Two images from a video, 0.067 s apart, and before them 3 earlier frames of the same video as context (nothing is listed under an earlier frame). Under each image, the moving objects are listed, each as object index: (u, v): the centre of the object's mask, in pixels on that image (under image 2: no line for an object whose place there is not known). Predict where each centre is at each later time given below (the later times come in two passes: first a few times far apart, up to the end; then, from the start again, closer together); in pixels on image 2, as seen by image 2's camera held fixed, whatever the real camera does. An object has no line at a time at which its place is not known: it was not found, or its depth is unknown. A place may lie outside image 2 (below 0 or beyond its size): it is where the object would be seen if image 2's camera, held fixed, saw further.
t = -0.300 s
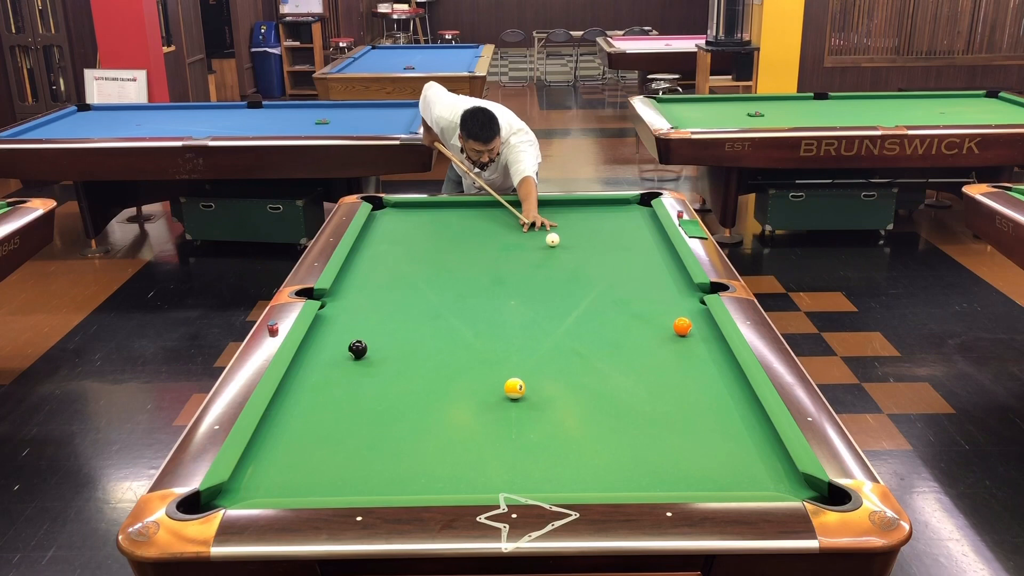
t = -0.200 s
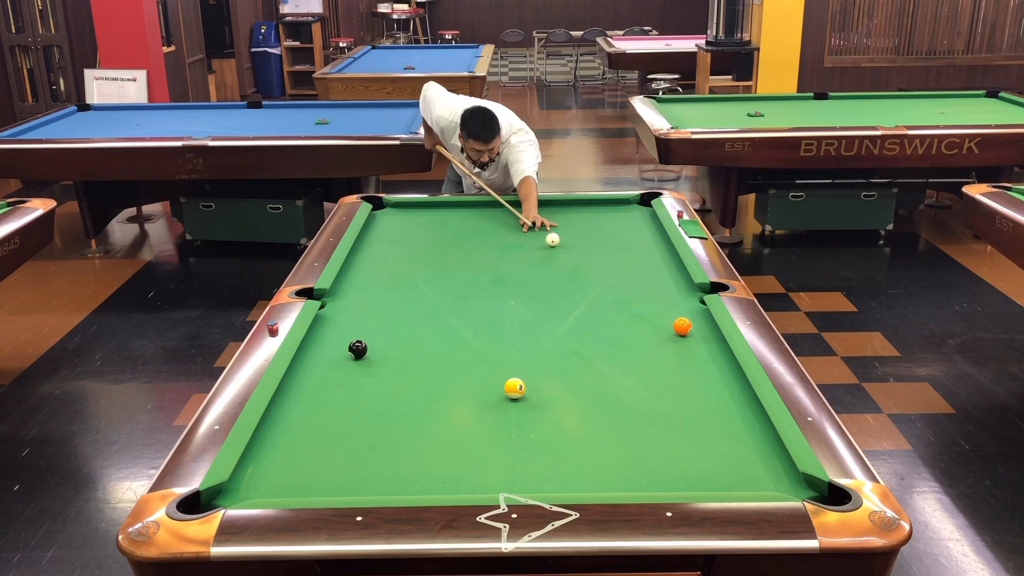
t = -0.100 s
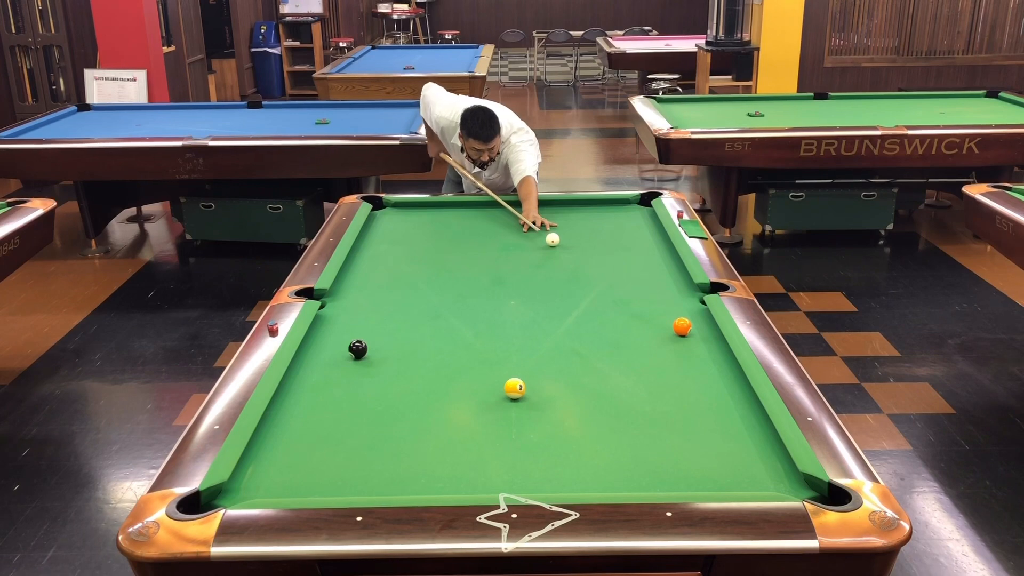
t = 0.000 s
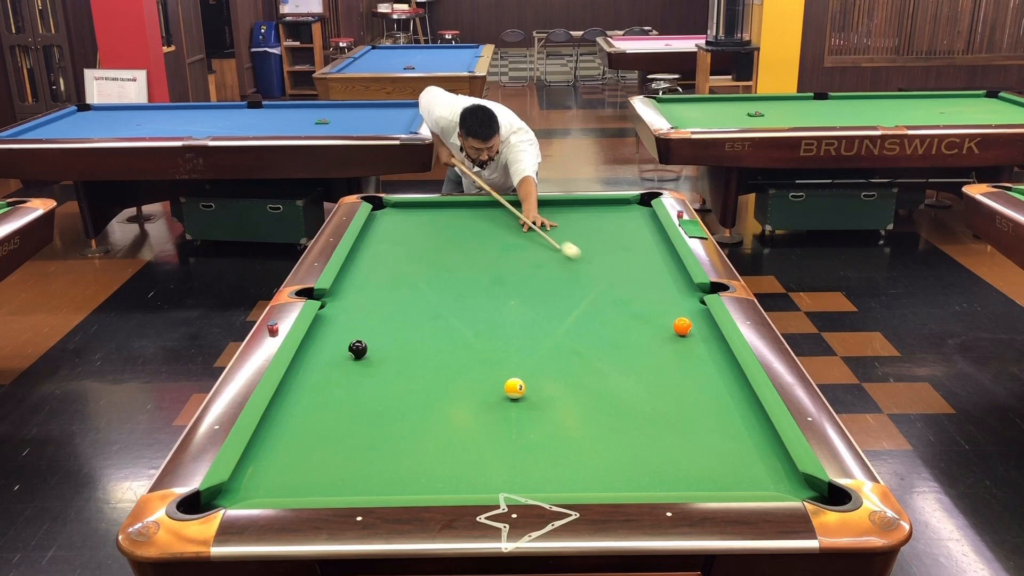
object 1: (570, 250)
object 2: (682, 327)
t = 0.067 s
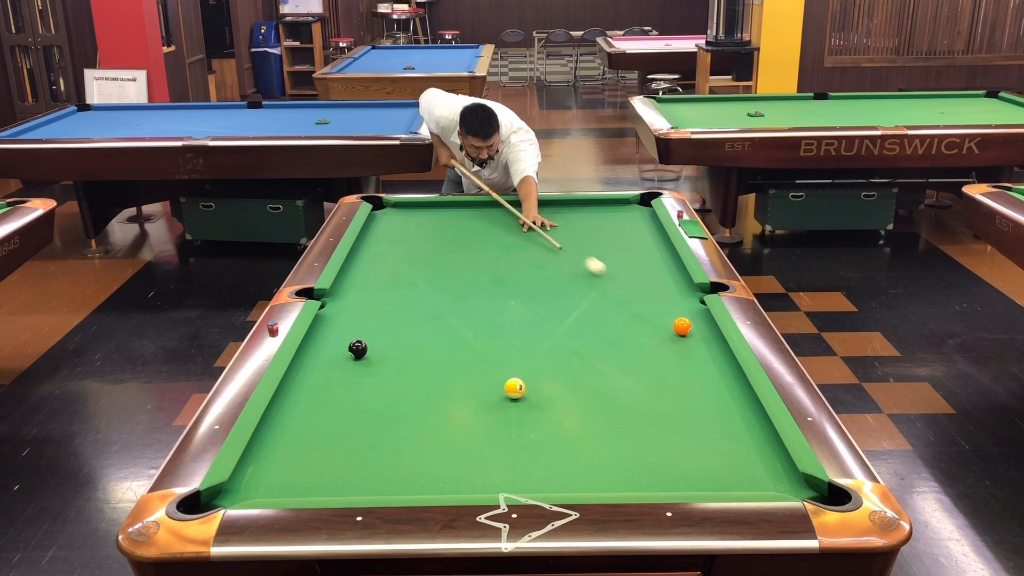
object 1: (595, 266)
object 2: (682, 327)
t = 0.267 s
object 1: (670, 314)
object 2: (682, 327)
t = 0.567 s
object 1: (688, 322)
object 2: (723, 390)
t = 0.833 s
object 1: (659, 323)
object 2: (766, 459)
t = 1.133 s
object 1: (628, 324)
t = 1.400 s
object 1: (602, 324)
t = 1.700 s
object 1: (576, 325)
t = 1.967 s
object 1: (554, 325)
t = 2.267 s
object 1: (532, 326)
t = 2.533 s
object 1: (515, 326)
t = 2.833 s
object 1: (497, 326)
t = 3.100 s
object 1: (484, 326)
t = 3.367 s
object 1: (472, 326)
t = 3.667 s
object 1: (461, 326)
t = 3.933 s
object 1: (454, 326)
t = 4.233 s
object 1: (448, 327)
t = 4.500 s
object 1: (445, 327)
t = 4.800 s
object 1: (443, 327)
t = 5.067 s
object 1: (444, 327)
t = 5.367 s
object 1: (443, 327)
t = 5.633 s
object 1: (443, 327)
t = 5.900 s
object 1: (443, 327)
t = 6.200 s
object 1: (443, 327)
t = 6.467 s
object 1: (443, 327)
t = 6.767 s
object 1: (444, 327)
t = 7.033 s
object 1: (443, 327)
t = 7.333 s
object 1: (444, 327)
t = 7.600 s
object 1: (443, 327)
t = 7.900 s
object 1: (444, 327)
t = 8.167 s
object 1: (444, 327)
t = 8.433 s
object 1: (443, 327)
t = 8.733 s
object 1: (443, 327)
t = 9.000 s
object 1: (443, 327)
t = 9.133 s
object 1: (444, 327)
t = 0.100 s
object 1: (608, 274)
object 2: (682, 327)
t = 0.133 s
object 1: (620, 282)
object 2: (682, 327)
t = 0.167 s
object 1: (634, 291)
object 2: (682, 327)
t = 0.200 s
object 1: (646, 299)
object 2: (682, 326)
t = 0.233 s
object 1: (659, 307)
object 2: (682, 327)
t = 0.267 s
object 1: (670, 314)
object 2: (682, 327)
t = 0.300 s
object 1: (682, 317)
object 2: (685, 330)
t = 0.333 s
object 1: (690, 320)
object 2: (690, 338)
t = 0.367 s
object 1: (697, 320)
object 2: (695, 346)
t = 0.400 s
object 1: (705, 321)
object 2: (700, 354)
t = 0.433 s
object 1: (704, 322)
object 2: (705, 362)
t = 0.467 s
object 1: (700, 322)
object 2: (709, 369)
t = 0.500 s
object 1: (696, 322)
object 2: (714, 376)
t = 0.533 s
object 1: (692, 322)
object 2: (718, 383)
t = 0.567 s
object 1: (688, 322)
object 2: (723, 390)
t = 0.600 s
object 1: (684, 322)
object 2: (728, 398)
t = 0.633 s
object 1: (681, 322)
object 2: (733, 406)
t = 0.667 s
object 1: (677, 322)
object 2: (738, 414)
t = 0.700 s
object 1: (673, 322)
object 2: (743, 422)
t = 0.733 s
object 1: (669, 323)
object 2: (749, 431)
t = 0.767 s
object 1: (666, 323)
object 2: (754, 440)
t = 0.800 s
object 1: (662, 323)
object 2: (760, 449)
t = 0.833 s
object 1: (659, 323)
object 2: (766, 459)
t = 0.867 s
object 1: (655, 323)
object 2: (773, 469)
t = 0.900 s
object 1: (652, 323)
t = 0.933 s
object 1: (648, 323)
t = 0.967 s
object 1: (645, 323)
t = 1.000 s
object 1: (641, 323)
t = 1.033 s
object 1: (638, 323)
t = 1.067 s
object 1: (634, 324)
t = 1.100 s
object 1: (631, 324)
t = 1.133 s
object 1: (628, 324)
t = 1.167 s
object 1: (624, 324)
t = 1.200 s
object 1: (621, 324)
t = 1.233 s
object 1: (618, 324)
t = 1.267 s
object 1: (615, 324)
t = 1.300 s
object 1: (612, 324)
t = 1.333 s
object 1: (609, 324)
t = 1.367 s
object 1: (605, 324)
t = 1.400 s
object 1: (602, 324)
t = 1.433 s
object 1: (599, 324)
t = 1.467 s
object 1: (596, 324)
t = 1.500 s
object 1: (593, 324)
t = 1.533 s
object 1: (590, 324)
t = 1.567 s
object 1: (587, 325)
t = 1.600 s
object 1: (584, 325)
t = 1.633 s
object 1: (581, 325)
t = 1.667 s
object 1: (579, 325)
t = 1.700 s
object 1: (576, 325)
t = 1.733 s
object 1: (573, 325)
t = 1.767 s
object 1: (570, 325)
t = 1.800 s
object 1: (567, 325)
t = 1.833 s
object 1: (565, 325)
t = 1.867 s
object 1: (562, 325)
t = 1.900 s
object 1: (559, 325)
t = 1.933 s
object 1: (557, 325)
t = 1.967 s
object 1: (554, 325)
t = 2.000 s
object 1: (552, 325)
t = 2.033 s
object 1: (549, 325)
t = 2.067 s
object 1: (547, 325)
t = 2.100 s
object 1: (544, 325)
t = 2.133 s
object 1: (542, 325)
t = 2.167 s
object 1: (539, 325)
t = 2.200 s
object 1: (537, 326)
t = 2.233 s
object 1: (534, 326)
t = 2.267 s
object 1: (532, 326)
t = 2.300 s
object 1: (530, 326)
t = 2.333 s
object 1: (527, 326)
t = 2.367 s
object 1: (525, 326)
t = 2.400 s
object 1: (523, 326)
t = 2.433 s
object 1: (521, 326)
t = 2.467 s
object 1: (519, 326)
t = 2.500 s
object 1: (517, 326)
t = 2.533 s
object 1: (515, 326)
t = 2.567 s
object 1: (512, 326)
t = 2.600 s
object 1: (510, 326)
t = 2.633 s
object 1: (508, 326)
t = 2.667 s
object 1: (506, 326)
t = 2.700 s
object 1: (504, 326)
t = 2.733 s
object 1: (503, 326)
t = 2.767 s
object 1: (501, 326)
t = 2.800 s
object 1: (499, 326)
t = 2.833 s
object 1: (497, 326)
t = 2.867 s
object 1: (495, 326)
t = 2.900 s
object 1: (494, 326)
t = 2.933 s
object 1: (492, 326)
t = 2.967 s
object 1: (490, 326)
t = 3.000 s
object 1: (488, 326)
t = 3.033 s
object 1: (487, 326)
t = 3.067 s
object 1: (485, 326)
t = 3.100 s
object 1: (484, 326)
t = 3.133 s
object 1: (482, 326)
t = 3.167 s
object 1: (481, 326)
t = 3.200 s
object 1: (479, 326)
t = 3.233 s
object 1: (476, 326)
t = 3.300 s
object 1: (475, 326)
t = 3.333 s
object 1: (473, 326)
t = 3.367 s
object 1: (472, 326)
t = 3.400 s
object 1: (471, 326)
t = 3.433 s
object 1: (469, 326)
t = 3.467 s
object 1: (468, 326)
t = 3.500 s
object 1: (467, 326)
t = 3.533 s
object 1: (466, 326)
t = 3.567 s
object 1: (465, 326)
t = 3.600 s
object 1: (464, 326)
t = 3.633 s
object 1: (462, 326)
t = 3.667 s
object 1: (461, 326)
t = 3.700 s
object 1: (460, 326)
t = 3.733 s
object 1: (459, 326)
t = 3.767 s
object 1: (458, 326)
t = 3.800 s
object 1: (458, 326)
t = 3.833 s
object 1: (457, 326)
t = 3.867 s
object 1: (456, 326)
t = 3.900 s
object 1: (455, 326)
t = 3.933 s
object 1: (454, 326)
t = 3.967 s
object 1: (453, 326)
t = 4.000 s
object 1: (452, 326)
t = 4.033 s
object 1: (452, 326)
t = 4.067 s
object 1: (451, 326)
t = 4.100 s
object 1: (450, 327)
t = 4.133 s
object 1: (450, 327)
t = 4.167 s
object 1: (449, 327)
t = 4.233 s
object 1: (448, 327)
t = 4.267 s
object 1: (447, 327)
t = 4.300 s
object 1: (447, 327)
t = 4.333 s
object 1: (447, 327)
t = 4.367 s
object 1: (446, 327)
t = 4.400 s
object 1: (446, 327)
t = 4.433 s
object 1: (445, 327)
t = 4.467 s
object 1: (445, 327)
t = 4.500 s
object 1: (445, 327)
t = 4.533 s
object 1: (445, 327)
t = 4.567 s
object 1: (444, 327)
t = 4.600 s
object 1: (444, 327)
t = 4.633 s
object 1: (444, 327)
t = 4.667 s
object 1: (444, 327)
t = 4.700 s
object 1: (444, 327)
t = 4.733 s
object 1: (444, 327)
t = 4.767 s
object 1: (443, 327)
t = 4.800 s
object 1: (443, 327)
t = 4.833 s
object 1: (443, 327)
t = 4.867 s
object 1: (443, 327)
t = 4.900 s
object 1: (443, 327)
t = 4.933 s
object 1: (443, 327)
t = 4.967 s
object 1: (443, 327)
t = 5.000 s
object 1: (443, 327)
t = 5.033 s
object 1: (444, 327)
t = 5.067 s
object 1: (444, 327)
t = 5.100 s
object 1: (444, 327)
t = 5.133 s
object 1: (444, 327)
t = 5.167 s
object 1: (443, 327)
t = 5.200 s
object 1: (443, 327)
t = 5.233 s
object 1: (443, 327)
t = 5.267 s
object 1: (443, 327)
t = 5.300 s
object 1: (443, 327)
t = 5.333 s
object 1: (443, 327)
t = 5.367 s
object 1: (443, 327)
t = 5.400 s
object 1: (443, 327)
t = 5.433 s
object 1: (443, 327)
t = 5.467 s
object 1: (443, 327)
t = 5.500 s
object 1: (444, 327)
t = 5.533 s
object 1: (444, 327)
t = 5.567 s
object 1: (444, 327)
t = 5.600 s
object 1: (444, 327)
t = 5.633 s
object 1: (443, 327)
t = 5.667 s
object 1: (443, 327)
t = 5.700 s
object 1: (443, 327)
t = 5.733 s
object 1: (443, 327)
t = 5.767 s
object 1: (443, 327)
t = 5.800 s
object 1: (443, 327)
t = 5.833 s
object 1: (443, 327)
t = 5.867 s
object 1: (443, 327)
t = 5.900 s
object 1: (443, 327)
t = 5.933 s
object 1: (443, 327)
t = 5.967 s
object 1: (444, 327)
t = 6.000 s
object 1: (443, 327)
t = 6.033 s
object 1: (443, 327)
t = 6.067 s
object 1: (443, 327)
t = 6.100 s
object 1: (443, 327)
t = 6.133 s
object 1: (443, 327)
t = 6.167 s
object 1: (443, 327)
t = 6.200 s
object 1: (443, 327)
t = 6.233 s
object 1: (443, 327)
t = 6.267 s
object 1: (443, 327)
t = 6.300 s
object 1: (443, 327)
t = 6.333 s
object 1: (443, 327)
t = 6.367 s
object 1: (443, 327)
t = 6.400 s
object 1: (443, 327)
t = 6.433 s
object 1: (443, 327)
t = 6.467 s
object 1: (443, 327)
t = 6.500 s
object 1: (444, 327)
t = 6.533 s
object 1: (444, 327)
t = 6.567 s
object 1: (443, 327)
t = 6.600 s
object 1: (443, 327)
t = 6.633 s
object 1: (444, 327)
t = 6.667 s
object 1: (443, 327)
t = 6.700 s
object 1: (444, 327)
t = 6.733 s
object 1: (444, 327)
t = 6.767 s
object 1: (444, 327)
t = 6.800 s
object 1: (443, 327)
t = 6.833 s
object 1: (443, 327)
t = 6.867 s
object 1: (443, 327)
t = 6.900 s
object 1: (443, 327)
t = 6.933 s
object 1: (443, 327)
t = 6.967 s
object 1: (443, 327)
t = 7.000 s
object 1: (444, 327)
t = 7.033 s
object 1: (443, 327)
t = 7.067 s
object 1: (443, 327)
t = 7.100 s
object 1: (443, 327)
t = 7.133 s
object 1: (443, 327)
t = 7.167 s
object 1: (443, 327)
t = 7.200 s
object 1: (443, 327)
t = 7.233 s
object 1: (444, 327)
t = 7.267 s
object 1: (444, 327)
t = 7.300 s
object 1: (444, 327)
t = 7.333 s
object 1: (444, 327)
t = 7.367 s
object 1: (444, 327)
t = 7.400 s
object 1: (444, 327)
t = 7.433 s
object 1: (444, 327)
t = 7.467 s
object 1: (444, 327)
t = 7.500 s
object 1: (444, 327)
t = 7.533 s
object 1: (444, 327)
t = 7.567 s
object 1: (444, 327)
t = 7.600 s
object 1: (443, 327)
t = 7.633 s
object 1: (443, 327)
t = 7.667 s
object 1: (444, 327)
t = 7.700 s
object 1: (444, 327)
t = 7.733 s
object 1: (444, 327)
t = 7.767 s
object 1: (444, 327)
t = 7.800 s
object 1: (444, 327)
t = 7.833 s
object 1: (444, 327)
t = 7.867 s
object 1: (444, 327)
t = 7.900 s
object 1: (444, 327)
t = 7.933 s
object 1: (443, 327)
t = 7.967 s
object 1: (444, 327)
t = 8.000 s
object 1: (444, 327)
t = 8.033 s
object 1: (444, 327)
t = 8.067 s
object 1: (444, 327)
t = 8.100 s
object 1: (444, 327)
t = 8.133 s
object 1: (444, 327)
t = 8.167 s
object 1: (444, 327)
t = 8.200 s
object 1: (444, 327)
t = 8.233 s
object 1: (444, 327)
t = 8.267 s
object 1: (443, 327)
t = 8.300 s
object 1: (443, 327)
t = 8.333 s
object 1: (443, 327)
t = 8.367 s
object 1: (443, 327)
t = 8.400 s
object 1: (443, 327)
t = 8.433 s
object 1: (443, 327)
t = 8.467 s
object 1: (443, 327)
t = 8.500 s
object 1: (443, 327)
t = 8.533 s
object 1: (443, 327)
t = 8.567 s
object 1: (443, 327)
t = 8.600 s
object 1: (443, 327)
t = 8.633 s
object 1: (443, 327)
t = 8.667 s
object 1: (443, 327)
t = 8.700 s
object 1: (443, 327)
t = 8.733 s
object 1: (443, 327)
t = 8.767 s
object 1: (443, 327)
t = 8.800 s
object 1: (443, 327)
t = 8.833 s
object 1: (443, 327)
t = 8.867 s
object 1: (443, 327)
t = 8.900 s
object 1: (443, 327)
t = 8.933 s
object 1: (443, 327)
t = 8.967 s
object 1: (443, 327)
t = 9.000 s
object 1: (443, 327)
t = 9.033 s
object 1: (443, 327)
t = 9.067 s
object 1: (443, 327)
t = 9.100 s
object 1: (443, 327)
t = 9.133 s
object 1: (444, 327)
